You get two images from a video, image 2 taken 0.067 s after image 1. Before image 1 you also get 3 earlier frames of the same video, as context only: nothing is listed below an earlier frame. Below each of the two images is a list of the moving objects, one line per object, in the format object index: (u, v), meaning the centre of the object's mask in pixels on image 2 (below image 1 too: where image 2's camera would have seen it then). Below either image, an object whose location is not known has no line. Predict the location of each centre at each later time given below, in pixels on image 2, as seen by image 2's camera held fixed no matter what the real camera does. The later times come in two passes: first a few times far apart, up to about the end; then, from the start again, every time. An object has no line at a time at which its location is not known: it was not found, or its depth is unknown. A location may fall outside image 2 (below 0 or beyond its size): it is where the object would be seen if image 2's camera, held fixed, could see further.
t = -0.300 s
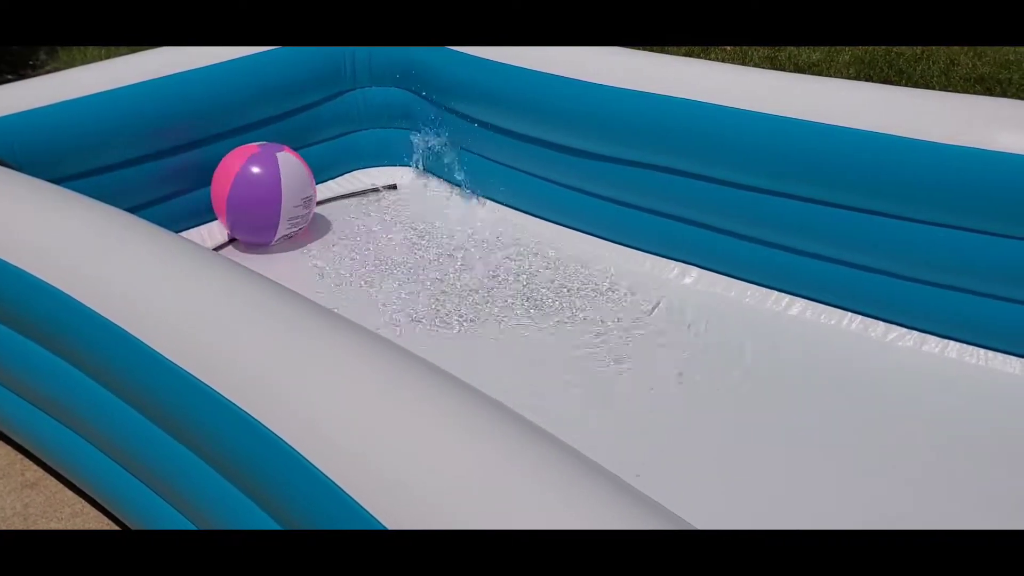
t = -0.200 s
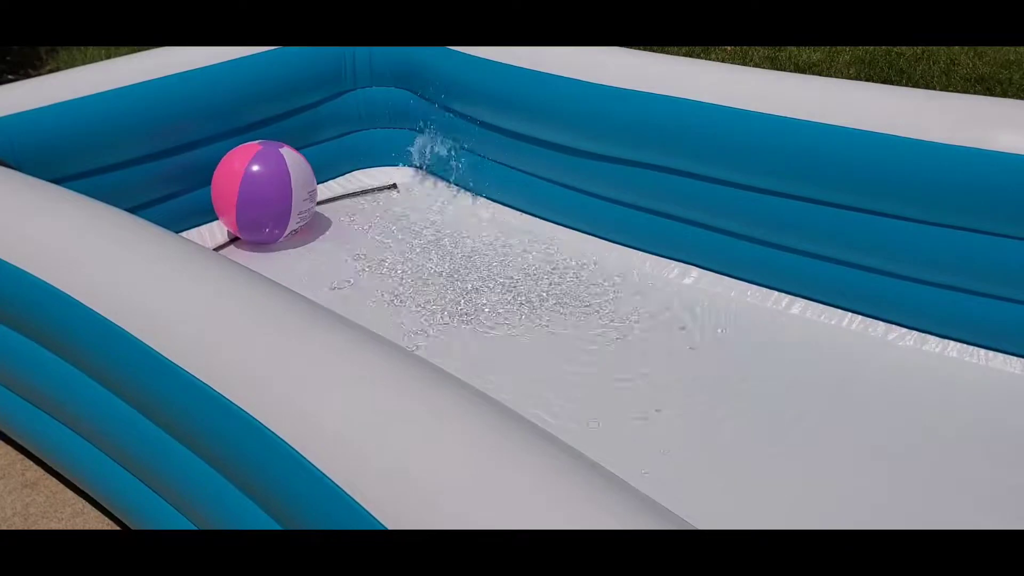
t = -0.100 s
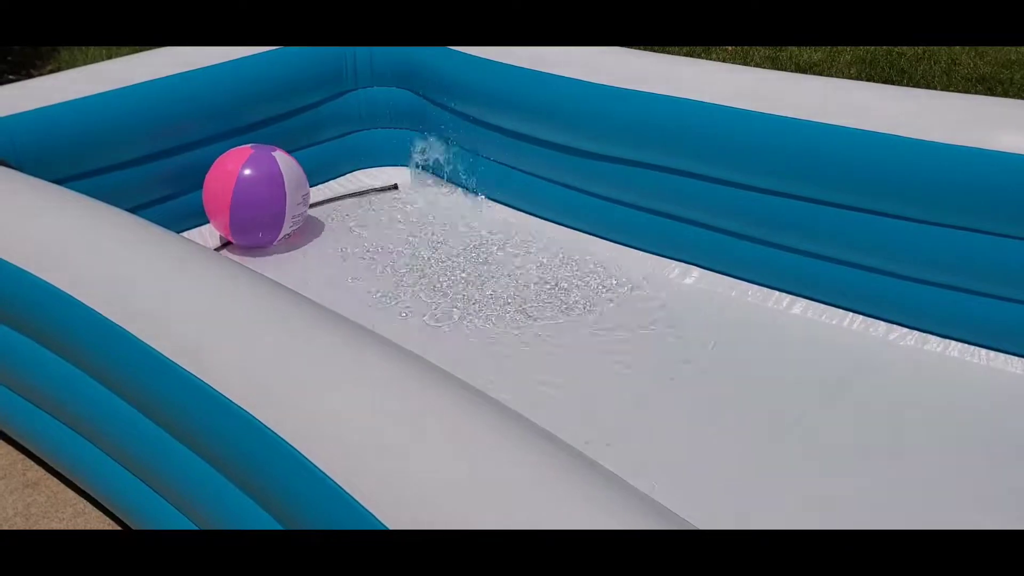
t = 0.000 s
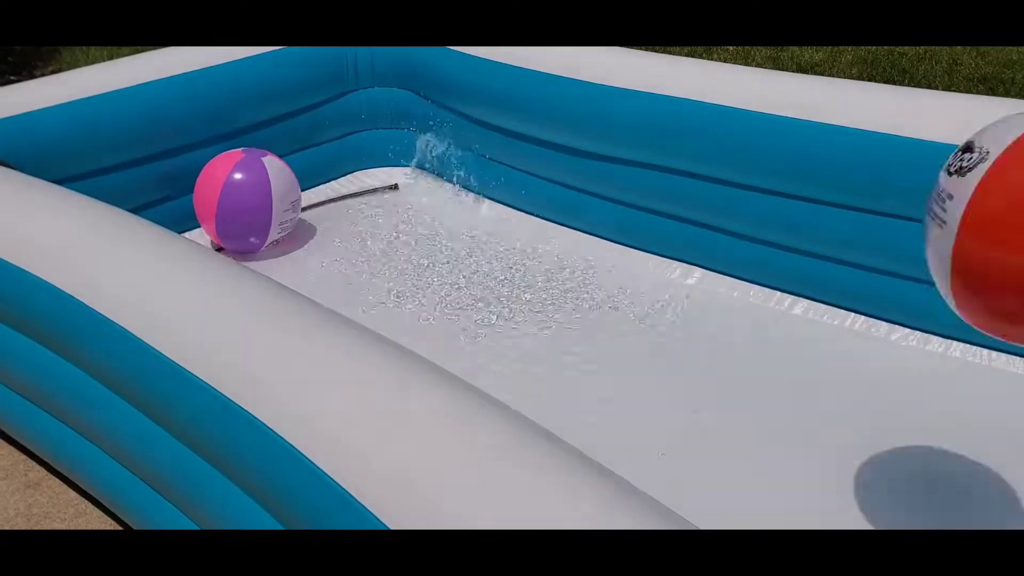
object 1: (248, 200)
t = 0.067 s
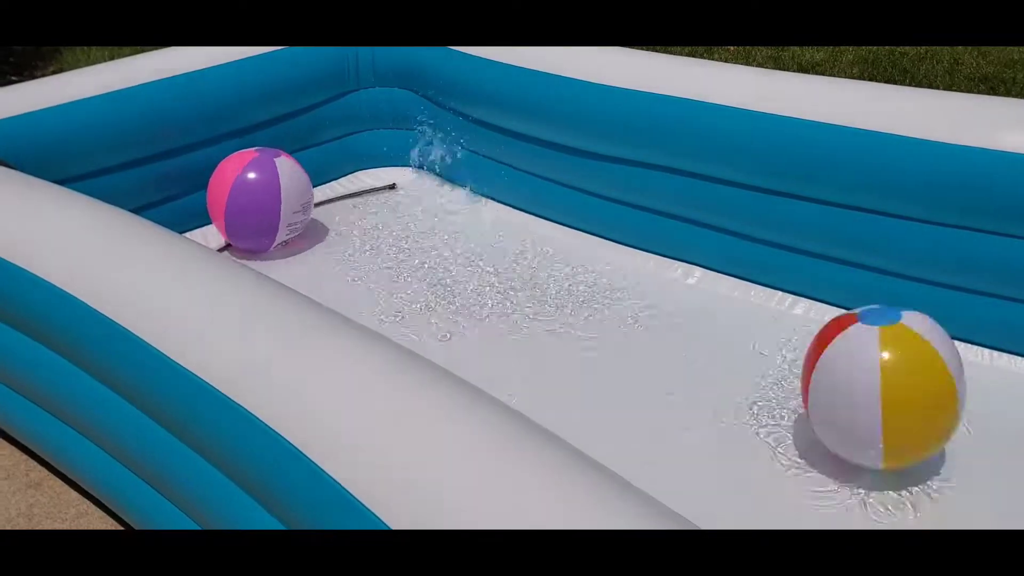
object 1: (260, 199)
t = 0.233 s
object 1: (297, 202)
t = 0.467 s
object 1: (312, 216)
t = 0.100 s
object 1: (265, 199)
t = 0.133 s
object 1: (271, 200)
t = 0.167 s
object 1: (280, 200)
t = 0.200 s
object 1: (290, 200)
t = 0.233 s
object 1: (297, 202)
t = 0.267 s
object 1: (302, 205)
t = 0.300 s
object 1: (305, 208)
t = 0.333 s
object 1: (307, 210)
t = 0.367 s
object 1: (308, 211)
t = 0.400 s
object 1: (308, 213)
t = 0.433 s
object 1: (308, 214)
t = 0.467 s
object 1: (312, 216)
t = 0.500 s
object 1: (315, 217)
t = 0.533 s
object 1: (315, 217)
